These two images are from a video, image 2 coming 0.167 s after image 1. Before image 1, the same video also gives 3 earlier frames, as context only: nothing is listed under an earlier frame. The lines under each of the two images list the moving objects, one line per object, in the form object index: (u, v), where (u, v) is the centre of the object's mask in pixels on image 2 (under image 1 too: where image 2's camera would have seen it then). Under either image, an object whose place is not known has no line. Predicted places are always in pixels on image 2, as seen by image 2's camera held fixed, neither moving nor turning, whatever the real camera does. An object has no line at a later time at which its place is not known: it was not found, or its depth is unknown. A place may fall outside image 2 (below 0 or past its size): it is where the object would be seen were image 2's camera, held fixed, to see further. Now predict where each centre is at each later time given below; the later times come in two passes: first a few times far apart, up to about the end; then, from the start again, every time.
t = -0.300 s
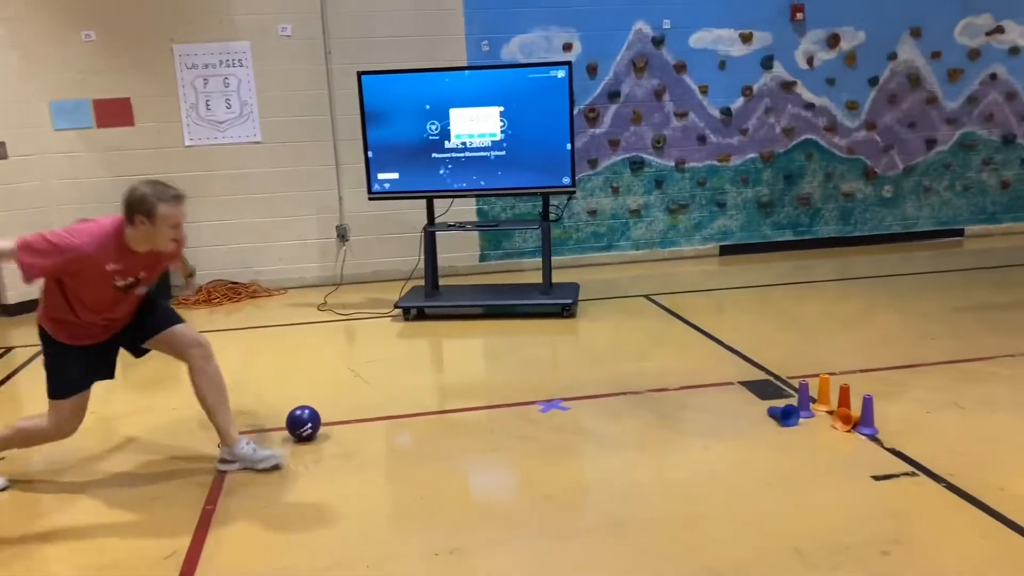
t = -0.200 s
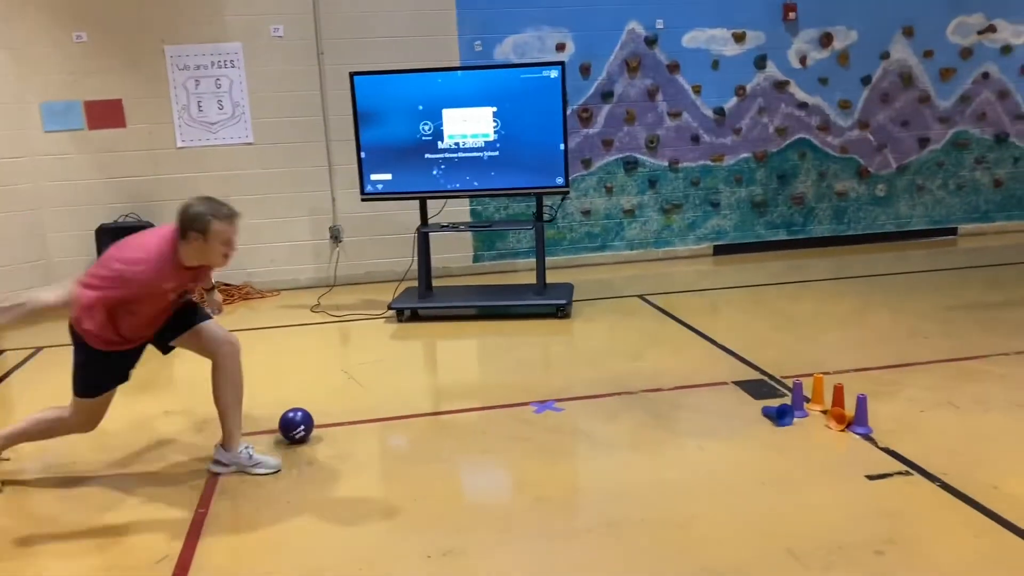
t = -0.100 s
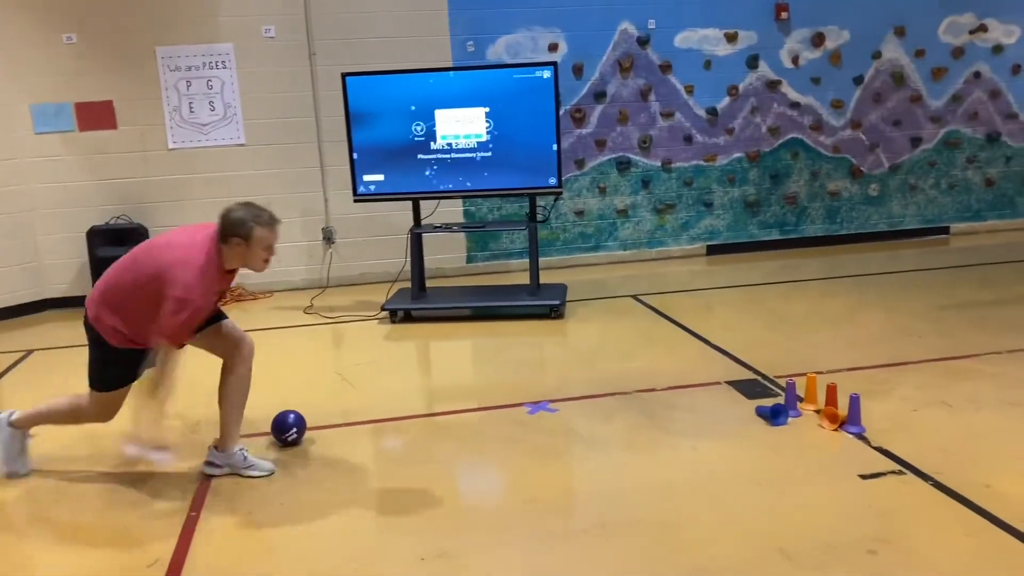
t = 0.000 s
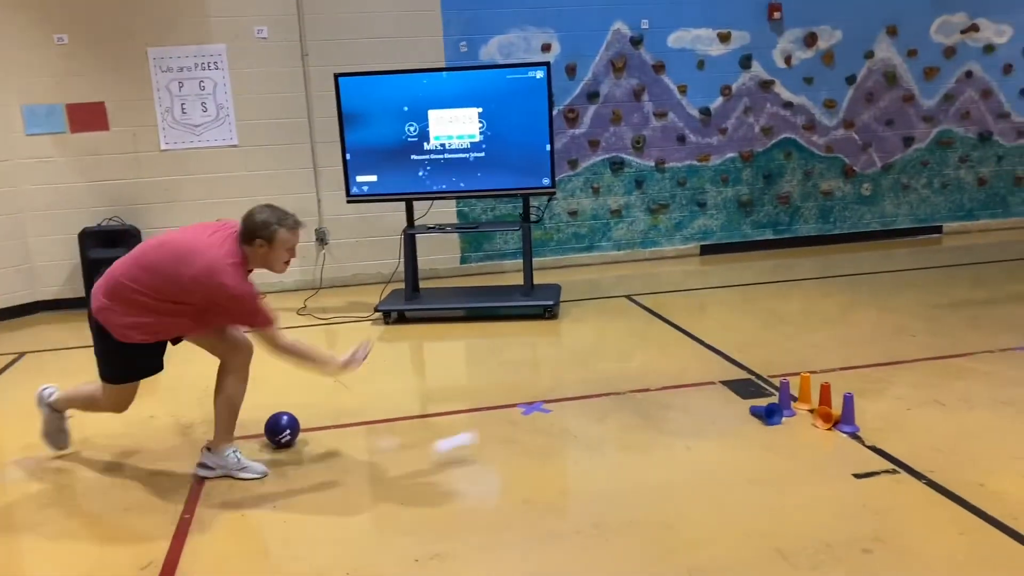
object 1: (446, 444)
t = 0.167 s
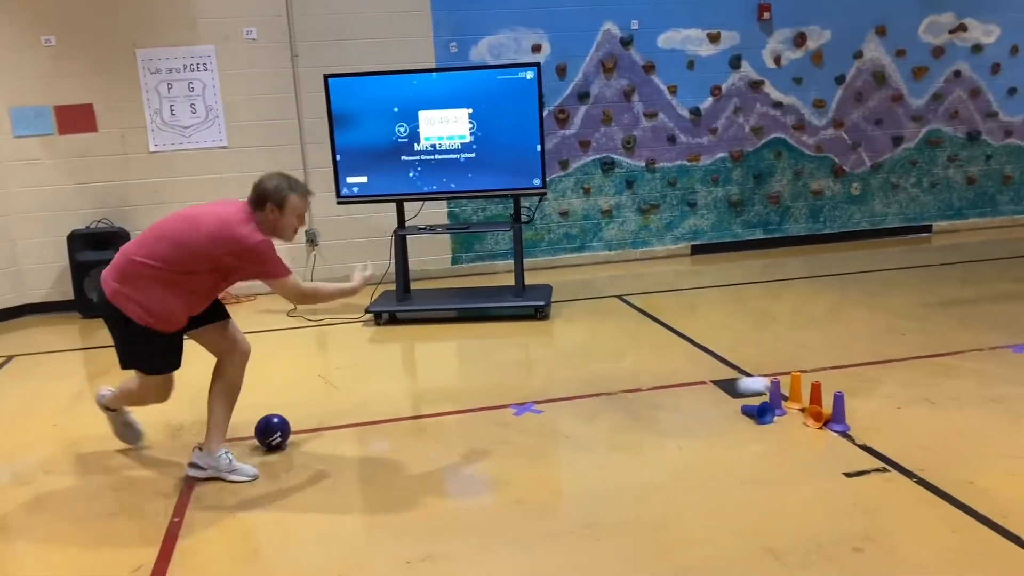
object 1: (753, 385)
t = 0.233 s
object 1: (765, 355)
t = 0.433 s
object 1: (749, 308)
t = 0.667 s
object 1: (734, 350)
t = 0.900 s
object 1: (715, 363)
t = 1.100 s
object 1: (697, 371)
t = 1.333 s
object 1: (680, 368)
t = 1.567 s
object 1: (669, 364)
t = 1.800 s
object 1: (659, 363)
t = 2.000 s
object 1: (654, 363)
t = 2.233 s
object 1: (658, 364)
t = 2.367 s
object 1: (658, 364)
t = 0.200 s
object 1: (767, 370)
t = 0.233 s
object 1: (765, 355)
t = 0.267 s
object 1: (761, 341)
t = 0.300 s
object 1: (759, 330)
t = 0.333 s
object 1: (756, 321)
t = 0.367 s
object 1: (754, 315)
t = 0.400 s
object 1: (751, 311)
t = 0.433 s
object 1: (749, 308)
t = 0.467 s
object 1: (747, 308)
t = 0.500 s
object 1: (744, 311)
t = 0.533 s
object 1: (742, 314)
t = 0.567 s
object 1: (739, 321)
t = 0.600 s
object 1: (738, 329)
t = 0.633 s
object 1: (736, 338)
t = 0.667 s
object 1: (734, 350)
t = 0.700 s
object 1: (732, 364)
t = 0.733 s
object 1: (730, 380)
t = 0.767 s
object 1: (727, 376)
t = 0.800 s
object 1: (724, 370)
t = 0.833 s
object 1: (721, 365)
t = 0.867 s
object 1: (717, 363)
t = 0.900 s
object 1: (715, 363)
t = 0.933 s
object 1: (711, 365)
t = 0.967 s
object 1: (708, 369)
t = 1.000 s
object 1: (706, 373)
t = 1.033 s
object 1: (702, 372)
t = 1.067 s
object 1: (699, 371)
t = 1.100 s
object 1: (697, 371)
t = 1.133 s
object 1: (694, 371)
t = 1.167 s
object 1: (692, 370)
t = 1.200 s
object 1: (689, 369)
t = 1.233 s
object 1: (687, 369)
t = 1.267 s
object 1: (684, 369)
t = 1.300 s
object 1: (682, 368)
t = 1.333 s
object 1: (680, 368)
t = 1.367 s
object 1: (678, 368)
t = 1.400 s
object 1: (676, 367)
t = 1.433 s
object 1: (674, 366)
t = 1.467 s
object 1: (673, 366)
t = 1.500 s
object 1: (671, 365)
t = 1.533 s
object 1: (670, 365)
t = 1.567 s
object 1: (669, 364)
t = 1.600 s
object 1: (668, 364)
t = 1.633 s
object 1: (666, 364)
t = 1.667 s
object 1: (665, 364)
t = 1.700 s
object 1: (664, 364)
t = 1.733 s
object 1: (662, 363)
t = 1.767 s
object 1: (661, 363)
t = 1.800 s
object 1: (659, 363)
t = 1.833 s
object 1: (658, 363)
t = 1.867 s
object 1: (656, 363)
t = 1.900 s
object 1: (655, 363)
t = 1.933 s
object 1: (654, 363)
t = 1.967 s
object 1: (654, 363)
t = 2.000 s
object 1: (654, 363)
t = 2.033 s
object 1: (654, 363)
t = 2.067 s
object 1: (655, 363)
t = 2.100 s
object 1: (655, 363)
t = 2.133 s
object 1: (656, 364)
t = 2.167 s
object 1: (657, 364)
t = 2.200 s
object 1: (658, 364)
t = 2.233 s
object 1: (658, 364)
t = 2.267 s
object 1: (658, 364)
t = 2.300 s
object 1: (658, 364)
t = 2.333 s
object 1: (658, 364)
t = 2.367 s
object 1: (658, 364)
